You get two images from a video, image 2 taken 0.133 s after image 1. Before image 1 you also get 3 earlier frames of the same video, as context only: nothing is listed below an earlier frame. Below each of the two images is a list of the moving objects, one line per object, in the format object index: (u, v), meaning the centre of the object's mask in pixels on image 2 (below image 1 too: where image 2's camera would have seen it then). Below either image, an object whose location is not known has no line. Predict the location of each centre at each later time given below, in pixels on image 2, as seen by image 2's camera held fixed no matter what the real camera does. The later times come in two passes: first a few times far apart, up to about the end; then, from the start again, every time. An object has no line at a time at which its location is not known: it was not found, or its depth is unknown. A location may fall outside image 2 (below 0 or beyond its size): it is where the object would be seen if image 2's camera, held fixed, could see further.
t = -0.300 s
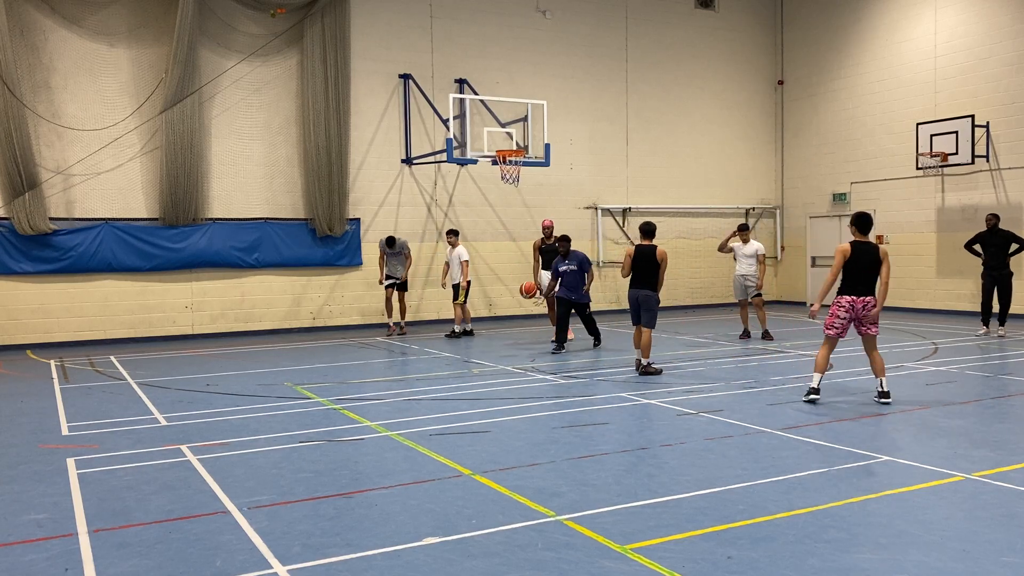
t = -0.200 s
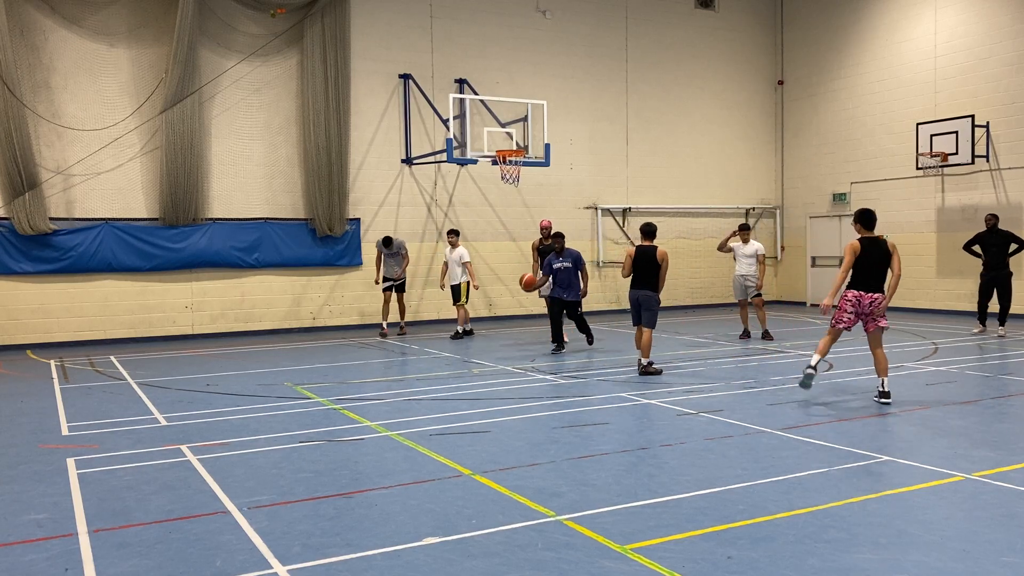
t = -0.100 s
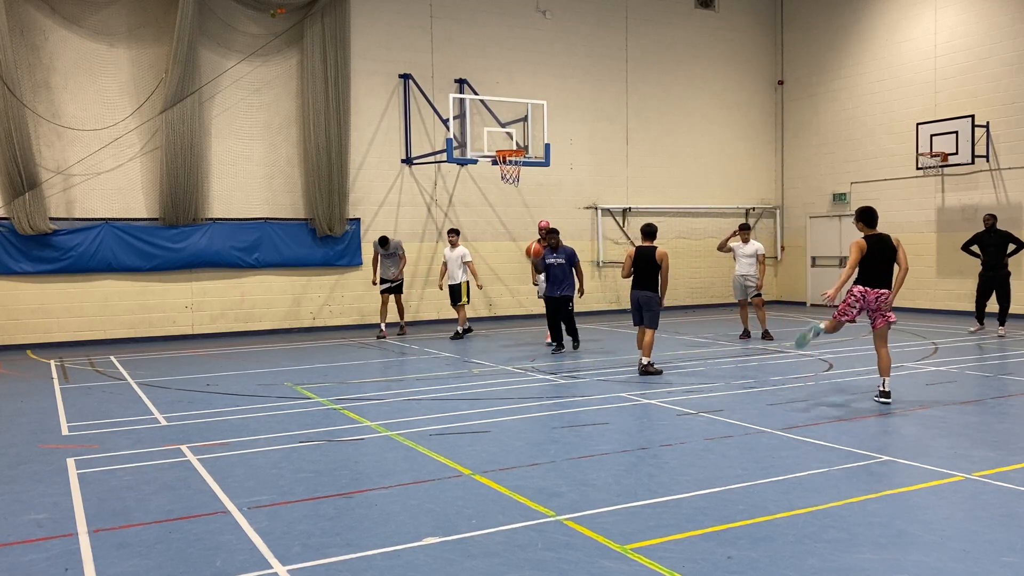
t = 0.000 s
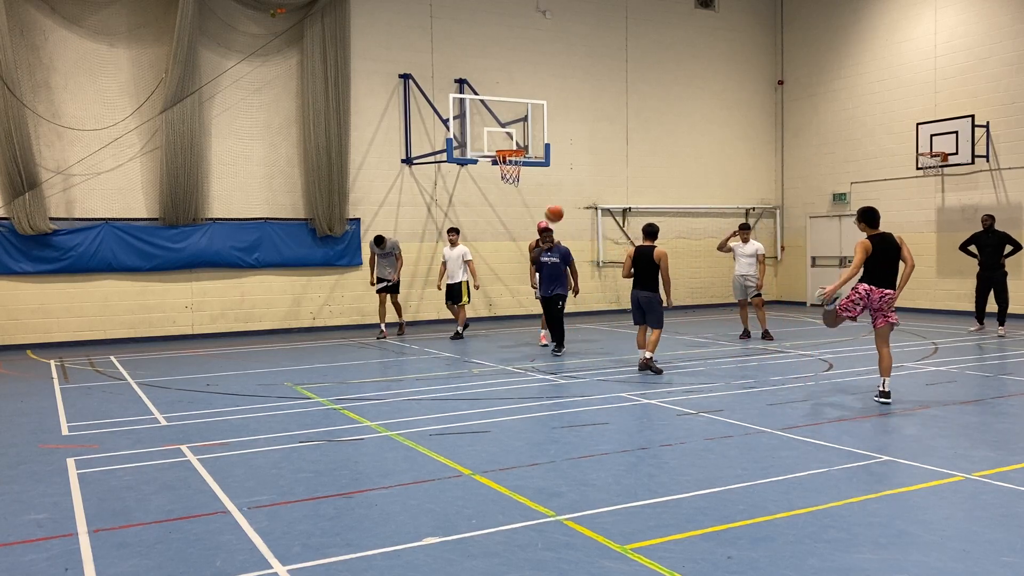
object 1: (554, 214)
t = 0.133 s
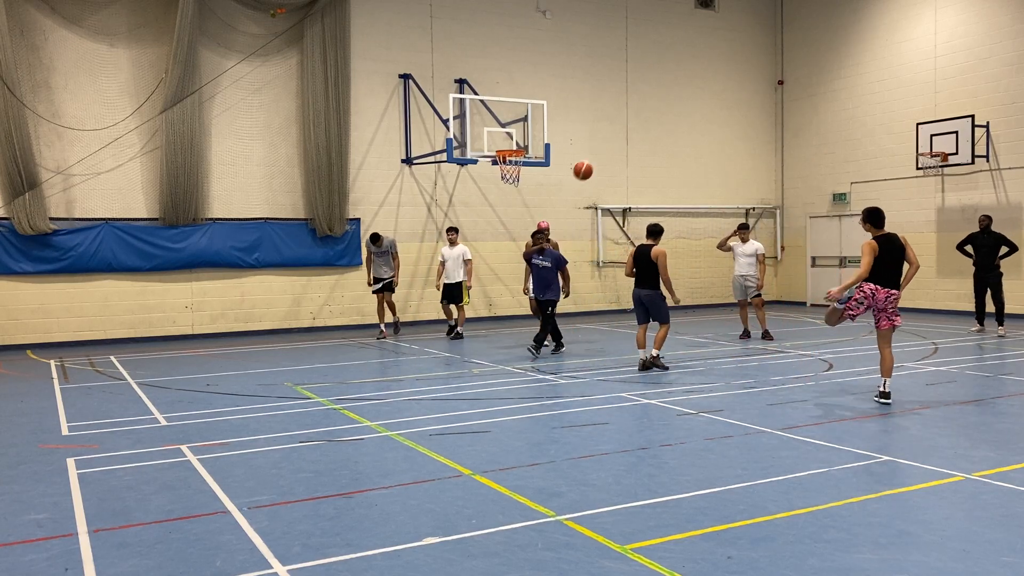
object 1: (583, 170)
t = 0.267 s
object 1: (614, 139)
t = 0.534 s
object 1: (683, 116)
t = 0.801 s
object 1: (762, 159)
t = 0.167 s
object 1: (591, 161)
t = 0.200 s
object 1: (598, 153)
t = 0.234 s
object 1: (606, 146)
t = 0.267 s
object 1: (614, 139)
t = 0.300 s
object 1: (622, 133)
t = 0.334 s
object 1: (630, 128)
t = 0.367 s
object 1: (639, 124)
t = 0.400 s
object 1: (647, 120)
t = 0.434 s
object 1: (656, 118)
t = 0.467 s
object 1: (665, 117)
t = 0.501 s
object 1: (674, 116)
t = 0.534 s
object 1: (683, 116)
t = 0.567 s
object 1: (693, 118)
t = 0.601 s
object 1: (702, 121)
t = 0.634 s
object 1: (712, 124)
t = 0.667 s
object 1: (722, 129)
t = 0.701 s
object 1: (731, 135)
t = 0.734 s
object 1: (742, 142)
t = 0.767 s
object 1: (752, 150)
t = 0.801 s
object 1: (762, 159)
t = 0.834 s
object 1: (773, 170)
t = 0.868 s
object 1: (784, 182)
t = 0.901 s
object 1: (795, 194)
